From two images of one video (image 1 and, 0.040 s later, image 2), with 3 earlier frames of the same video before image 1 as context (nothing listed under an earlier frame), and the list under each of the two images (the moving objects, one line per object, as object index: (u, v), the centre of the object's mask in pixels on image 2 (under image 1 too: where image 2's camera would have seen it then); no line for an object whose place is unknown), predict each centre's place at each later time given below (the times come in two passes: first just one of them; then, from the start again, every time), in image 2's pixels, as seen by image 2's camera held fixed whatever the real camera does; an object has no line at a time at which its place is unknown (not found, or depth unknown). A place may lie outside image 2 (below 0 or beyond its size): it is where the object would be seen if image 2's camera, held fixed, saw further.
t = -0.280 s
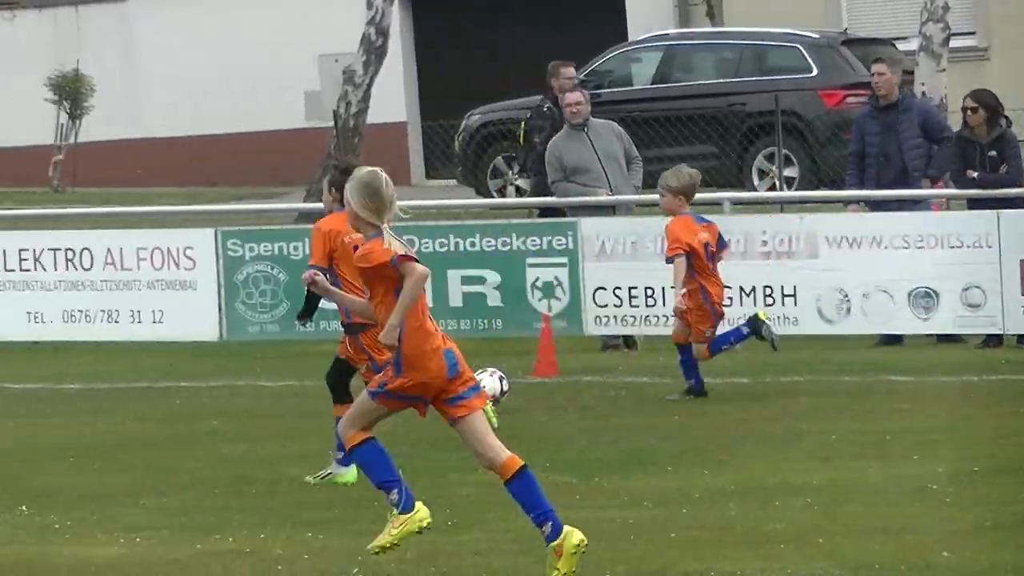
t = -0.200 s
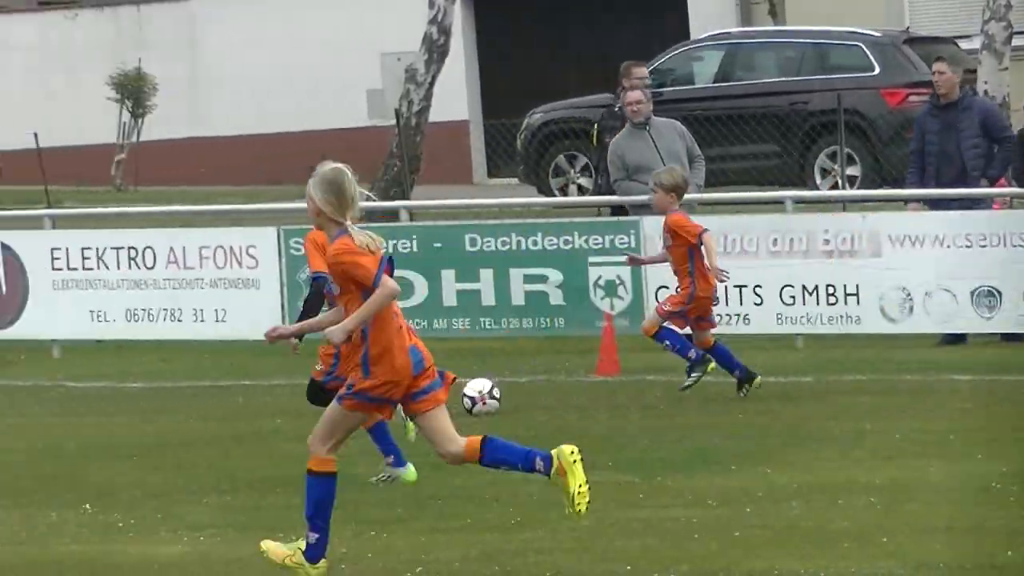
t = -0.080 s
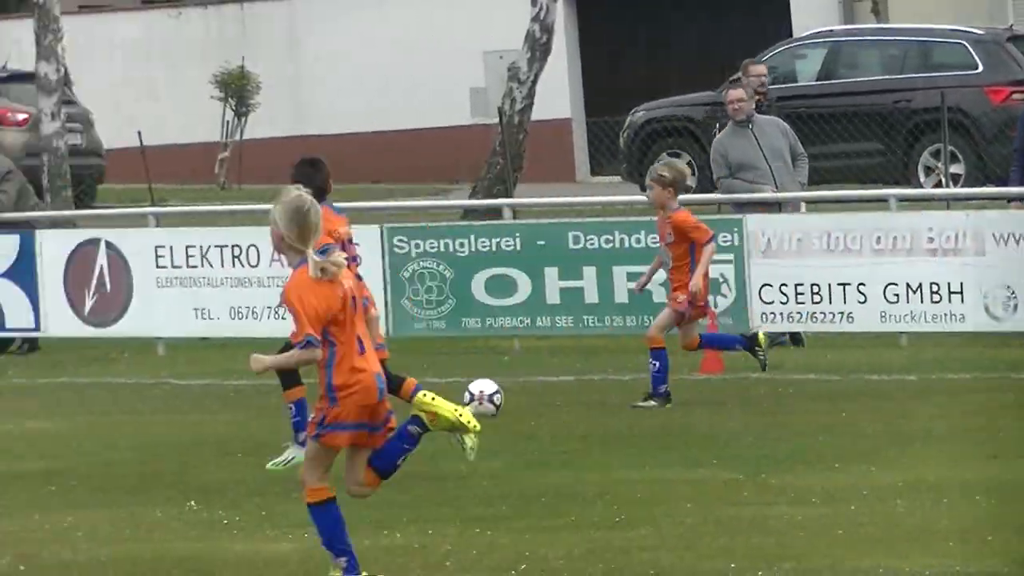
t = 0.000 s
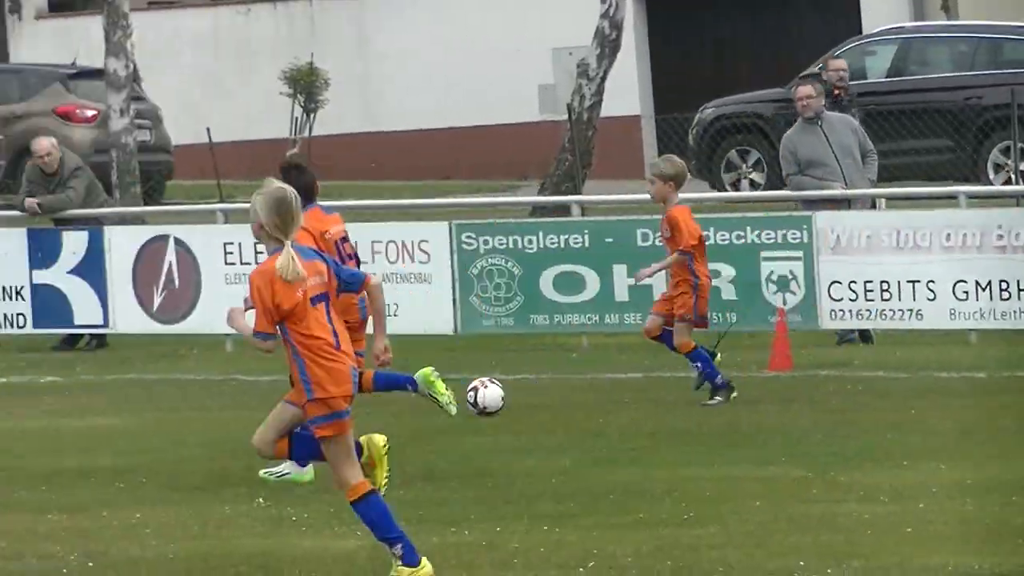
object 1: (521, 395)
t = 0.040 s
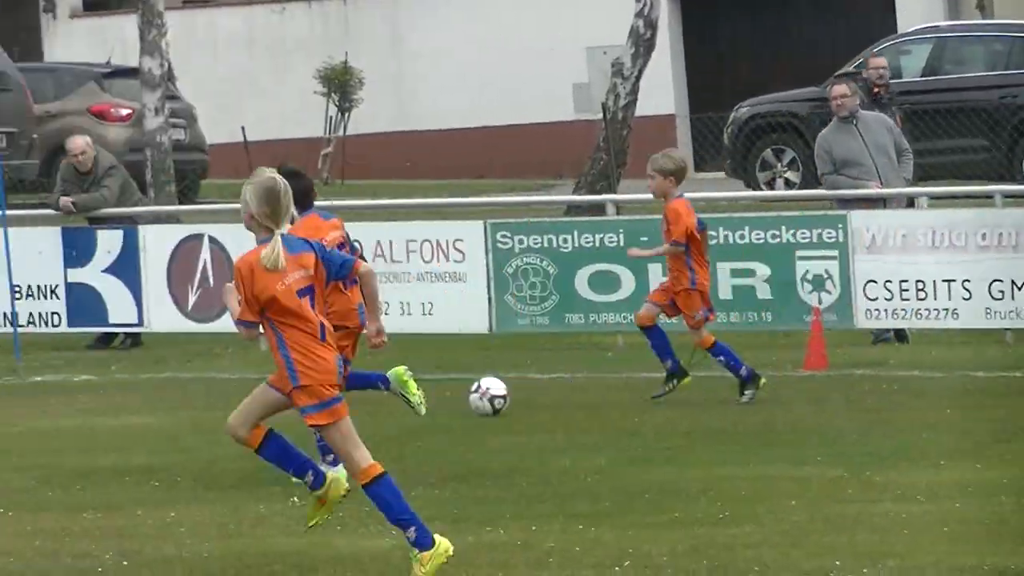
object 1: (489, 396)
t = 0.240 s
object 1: (332, 405)
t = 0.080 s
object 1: (457, 399)
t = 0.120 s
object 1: (425, 399)
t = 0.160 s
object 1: (394, 399)
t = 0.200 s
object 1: (364, 401)
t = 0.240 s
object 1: (332, 405)
